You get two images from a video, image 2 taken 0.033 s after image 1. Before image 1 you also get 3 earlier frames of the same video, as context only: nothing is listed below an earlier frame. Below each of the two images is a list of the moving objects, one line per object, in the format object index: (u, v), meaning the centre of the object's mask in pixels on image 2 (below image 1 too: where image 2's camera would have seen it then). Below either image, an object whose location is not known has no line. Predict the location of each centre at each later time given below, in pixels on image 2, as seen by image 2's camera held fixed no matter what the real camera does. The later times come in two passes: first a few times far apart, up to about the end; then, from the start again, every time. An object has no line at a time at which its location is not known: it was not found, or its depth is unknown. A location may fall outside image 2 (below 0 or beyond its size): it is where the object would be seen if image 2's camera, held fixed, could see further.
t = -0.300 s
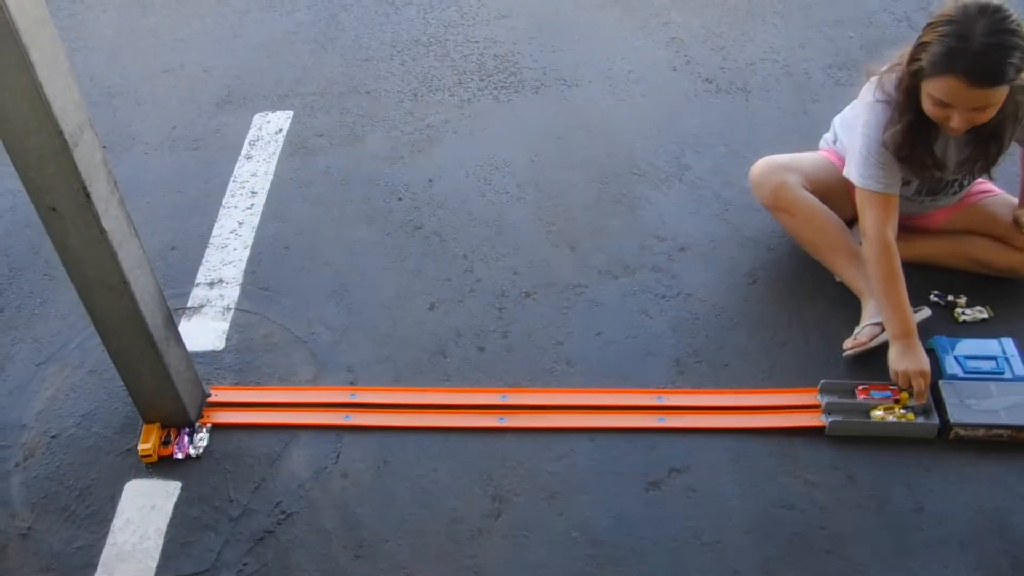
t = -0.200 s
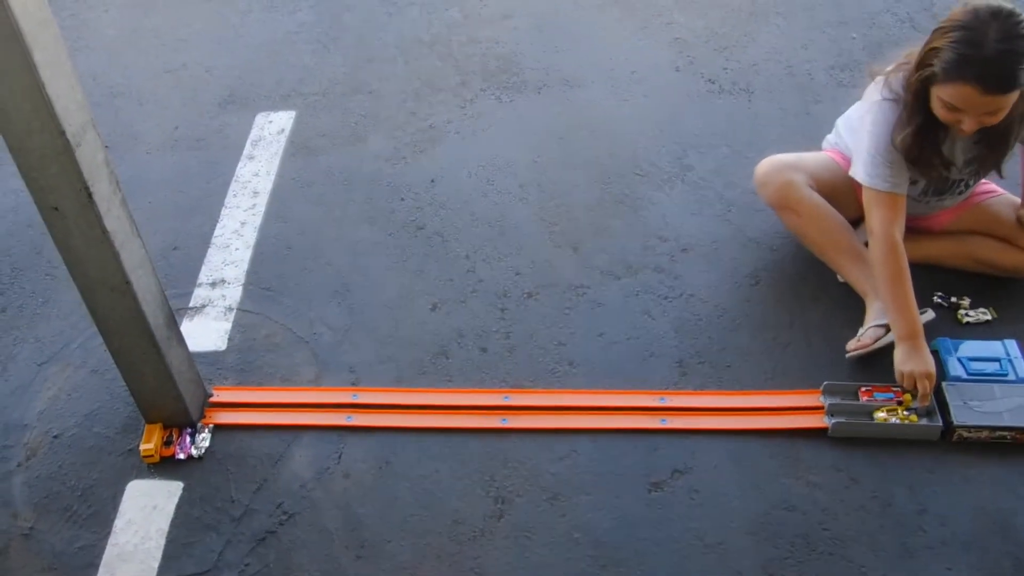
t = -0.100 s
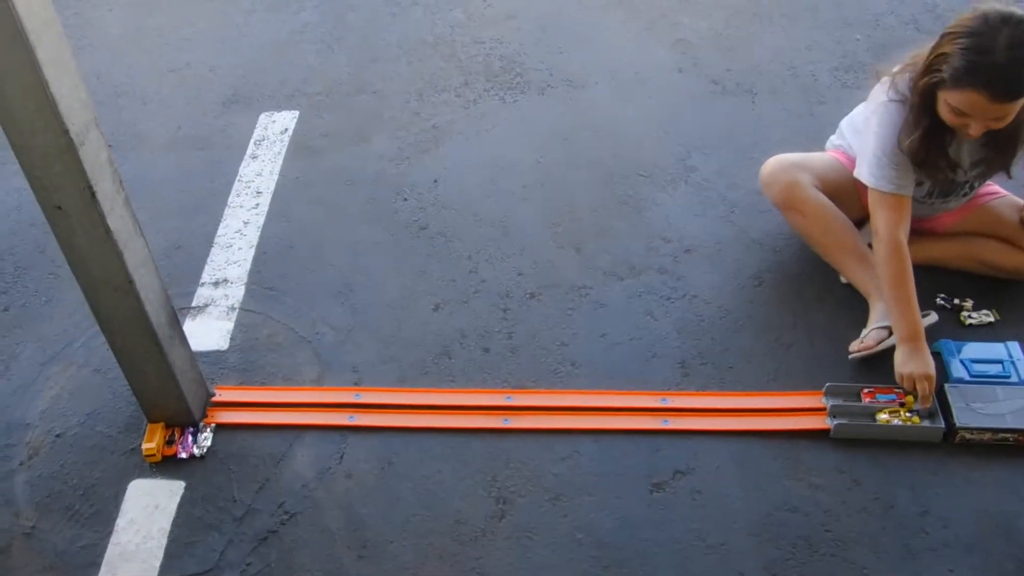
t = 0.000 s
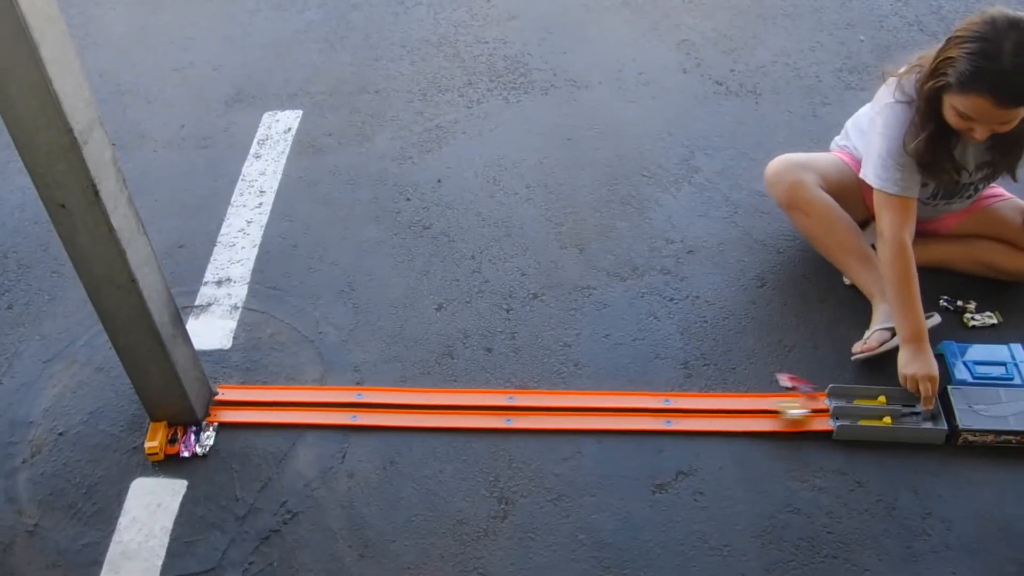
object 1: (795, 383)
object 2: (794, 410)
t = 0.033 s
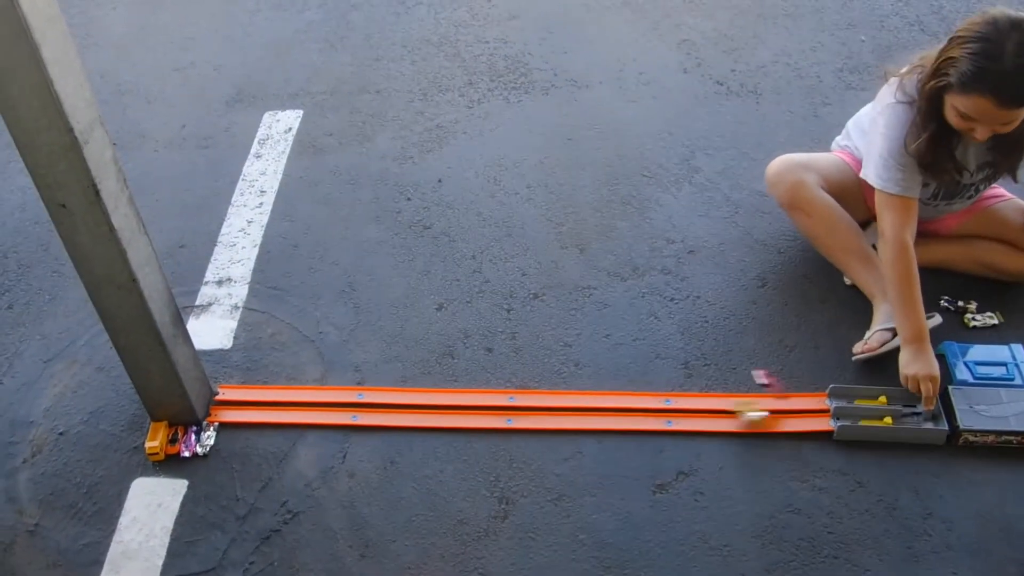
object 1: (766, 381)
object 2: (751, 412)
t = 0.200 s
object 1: (627, 395)
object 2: (557, 414)
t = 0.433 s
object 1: (491, 378)
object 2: (325, 411)
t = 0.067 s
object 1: (738, 381)
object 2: (710, 415)
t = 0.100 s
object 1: (710, 385)
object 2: (670, 417)
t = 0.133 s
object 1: (680, 392)
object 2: (632, 415)
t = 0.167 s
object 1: (654, 393)
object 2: (594, 415)
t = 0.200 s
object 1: (627, 395)
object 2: (557, 414)
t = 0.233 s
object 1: (602, 398)
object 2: (520, 415)
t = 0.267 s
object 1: (579, 394)
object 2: (484, 415)
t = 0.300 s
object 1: (558, 391)
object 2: (450, 415)
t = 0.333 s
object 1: (537, 390)
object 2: (416, 414)
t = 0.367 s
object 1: (521, 384)
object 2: (384, 413)
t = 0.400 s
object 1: (506, 379)
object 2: (354, 411)
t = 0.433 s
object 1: (491, 378)
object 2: (325, 411)
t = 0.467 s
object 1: (476, 375)
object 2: (296, 411)
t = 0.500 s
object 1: (467, 373)
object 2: (269, 411)
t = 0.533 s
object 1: (456, 372)
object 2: (243, 410)
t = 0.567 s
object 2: (222, 411)
